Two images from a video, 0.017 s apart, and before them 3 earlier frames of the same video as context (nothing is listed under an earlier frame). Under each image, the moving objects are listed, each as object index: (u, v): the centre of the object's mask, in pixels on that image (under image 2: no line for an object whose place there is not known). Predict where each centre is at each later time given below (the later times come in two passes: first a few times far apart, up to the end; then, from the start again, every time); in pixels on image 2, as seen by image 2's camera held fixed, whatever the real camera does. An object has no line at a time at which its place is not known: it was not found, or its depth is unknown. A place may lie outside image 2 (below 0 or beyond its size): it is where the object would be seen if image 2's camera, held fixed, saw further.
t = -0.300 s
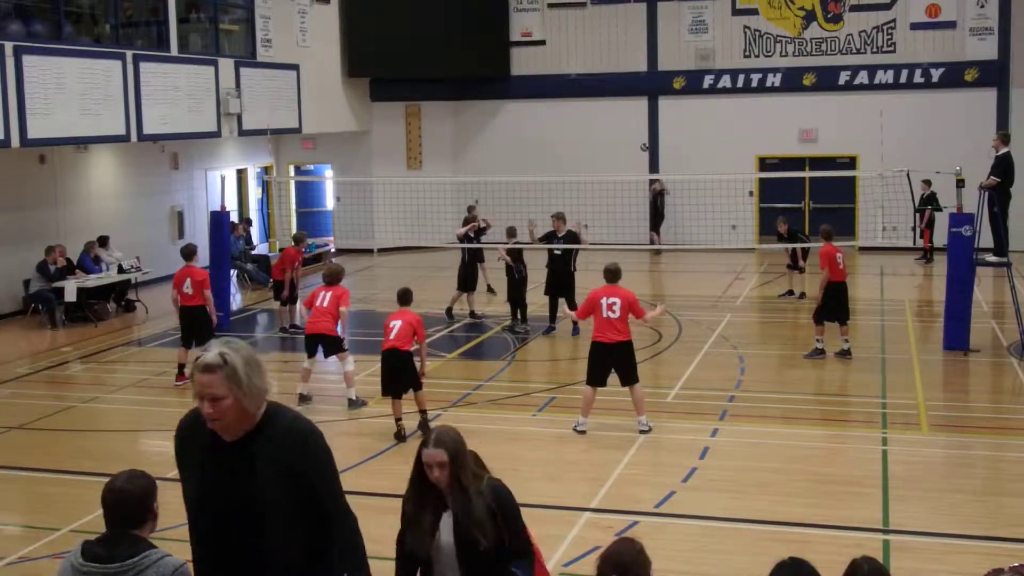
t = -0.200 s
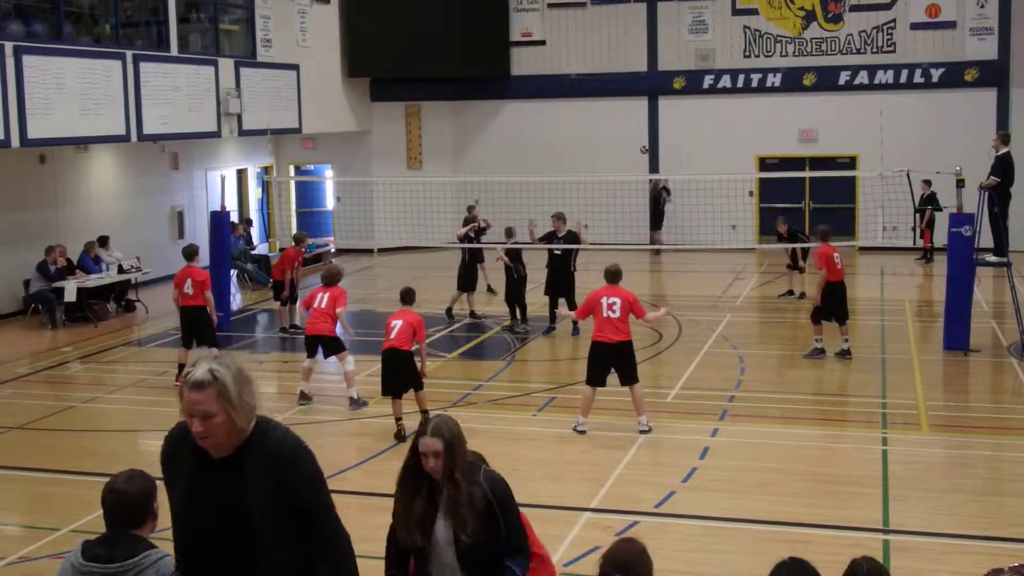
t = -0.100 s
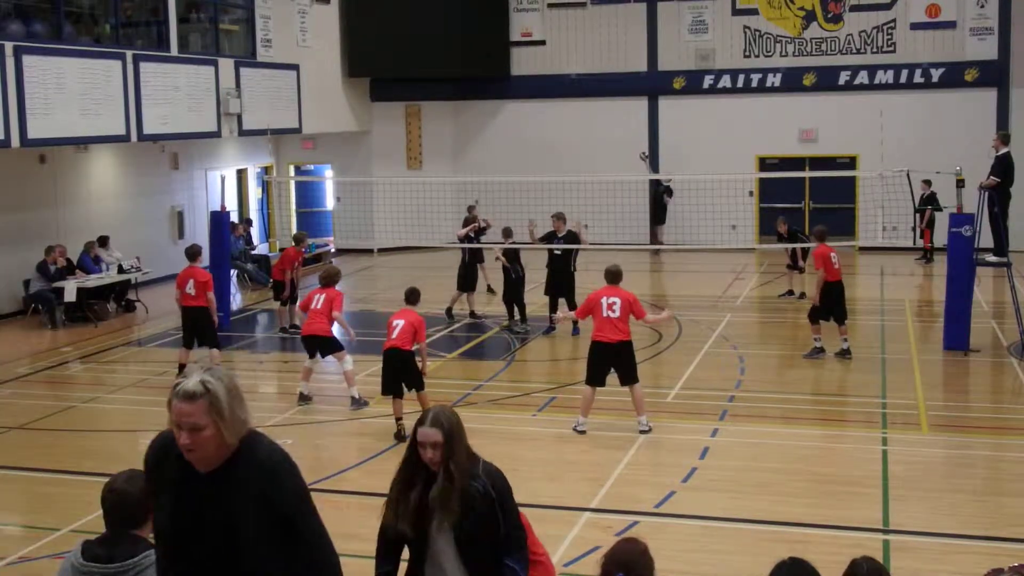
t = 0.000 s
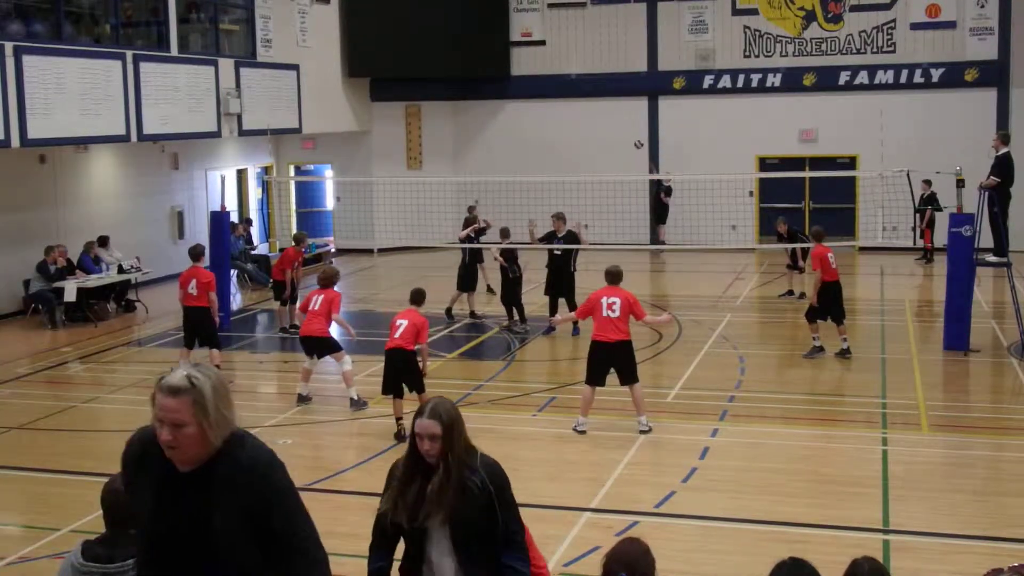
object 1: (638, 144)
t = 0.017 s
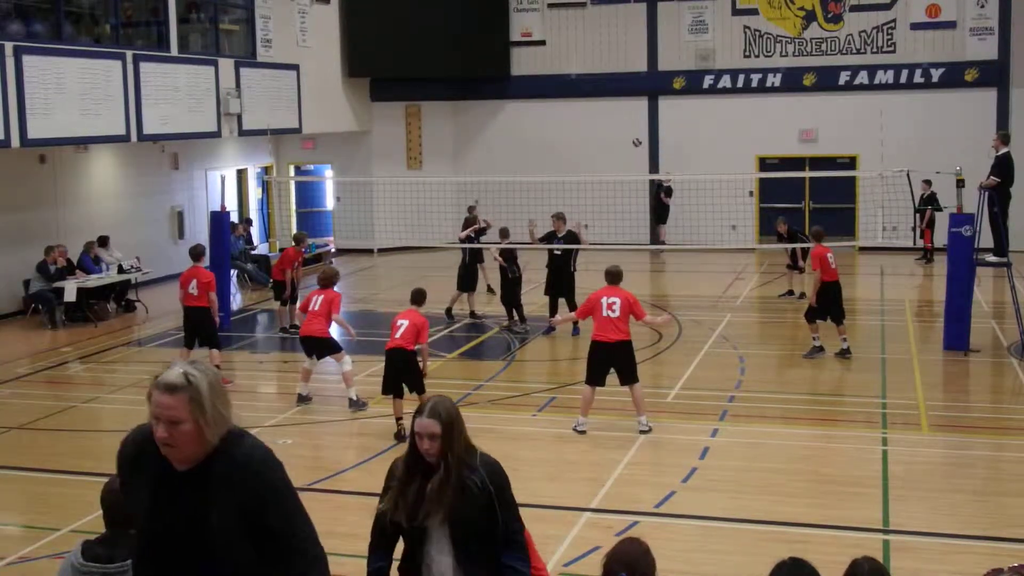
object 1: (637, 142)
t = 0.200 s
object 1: (624, 124)
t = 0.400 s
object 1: (608, 121)
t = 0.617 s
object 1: (589, 145)
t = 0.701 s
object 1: (580, 167)
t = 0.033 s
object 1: (636, 140)
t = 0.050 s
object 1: (634, 139)
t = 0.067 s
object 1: (634, 135)
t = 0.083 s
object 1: (633, 134)
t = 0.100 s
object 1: (631, 133)
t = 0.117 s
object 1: (630, 131)
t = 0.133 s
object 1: (629, 130)
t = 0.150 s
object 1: (628, 128)
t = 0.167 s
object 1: (626, 127)
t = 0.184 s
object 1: (625, 125)
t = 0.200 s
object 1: (624, 124)
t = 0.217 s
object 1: (623, 123)
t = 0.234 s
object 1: (622, 122)
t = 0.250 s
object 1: (620, 122)
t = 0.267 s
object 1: (619, 121)
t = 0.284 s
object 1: (618, 120)
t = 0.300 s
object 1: (617, 120)
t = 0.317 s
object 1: (615, 120)
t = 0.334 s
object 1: (614, 120)
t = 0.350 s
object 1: (613, 120)
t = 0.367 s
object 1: (611, 120)
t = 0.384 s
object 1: (610, 120)
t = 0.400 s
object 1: (608, 121)
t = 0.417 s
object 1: (607, 122)
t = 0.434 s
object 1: (606, 123)
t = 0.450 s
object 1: (604, 124)
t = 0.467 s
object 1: (603, 125)
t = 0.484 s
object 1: (602, 127)
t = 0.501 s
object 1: (600, 129)
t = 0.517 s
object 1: (599, 130)
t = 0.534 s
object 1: (597, 132)
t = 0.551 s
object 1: (596, 134)
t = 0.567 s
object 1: (594, 137)
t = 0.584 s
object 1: (593, 139)
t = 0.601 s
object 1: (592, 141)
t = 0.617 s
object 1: (589, 145)
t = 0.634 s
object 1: (588, 149)
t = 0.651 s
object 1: (586, 154)
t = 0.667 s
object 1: (584, 158)
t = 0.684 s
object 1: (582, 162)
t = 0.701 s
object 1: (580, 167)
